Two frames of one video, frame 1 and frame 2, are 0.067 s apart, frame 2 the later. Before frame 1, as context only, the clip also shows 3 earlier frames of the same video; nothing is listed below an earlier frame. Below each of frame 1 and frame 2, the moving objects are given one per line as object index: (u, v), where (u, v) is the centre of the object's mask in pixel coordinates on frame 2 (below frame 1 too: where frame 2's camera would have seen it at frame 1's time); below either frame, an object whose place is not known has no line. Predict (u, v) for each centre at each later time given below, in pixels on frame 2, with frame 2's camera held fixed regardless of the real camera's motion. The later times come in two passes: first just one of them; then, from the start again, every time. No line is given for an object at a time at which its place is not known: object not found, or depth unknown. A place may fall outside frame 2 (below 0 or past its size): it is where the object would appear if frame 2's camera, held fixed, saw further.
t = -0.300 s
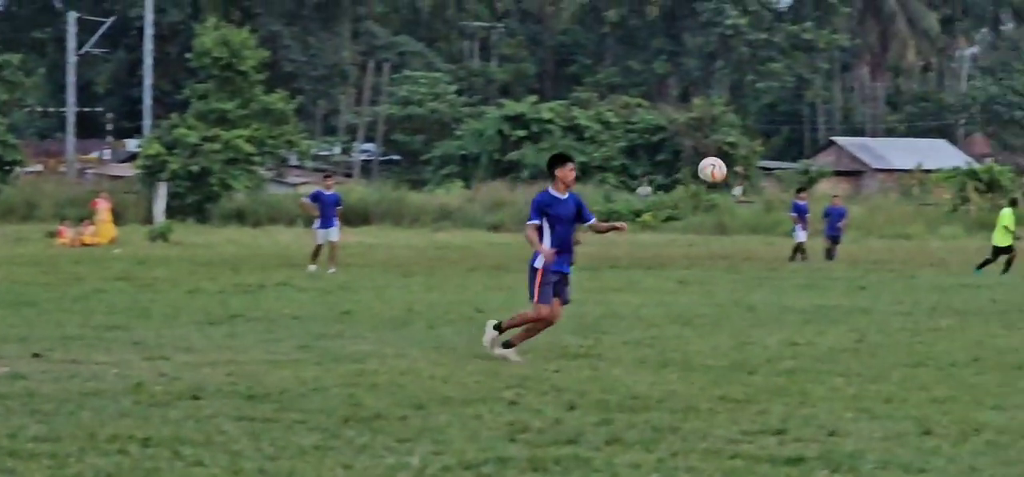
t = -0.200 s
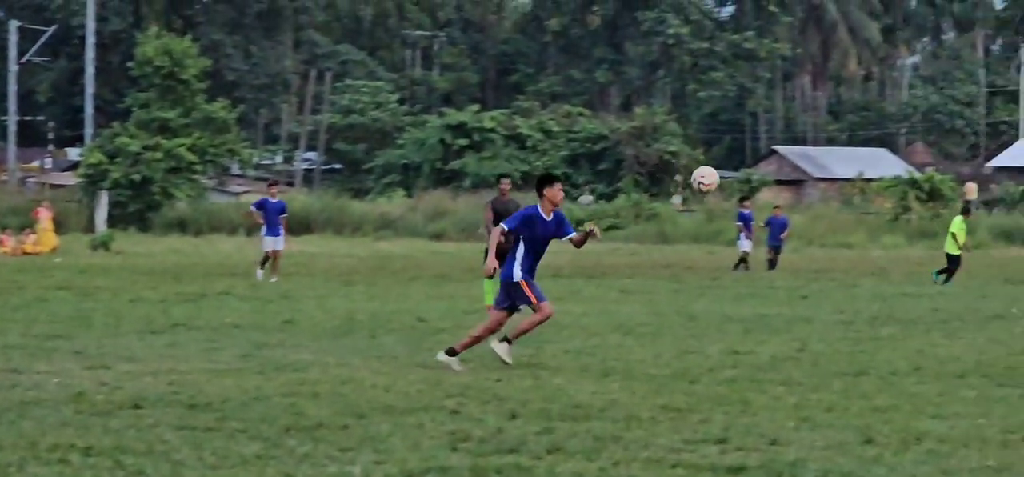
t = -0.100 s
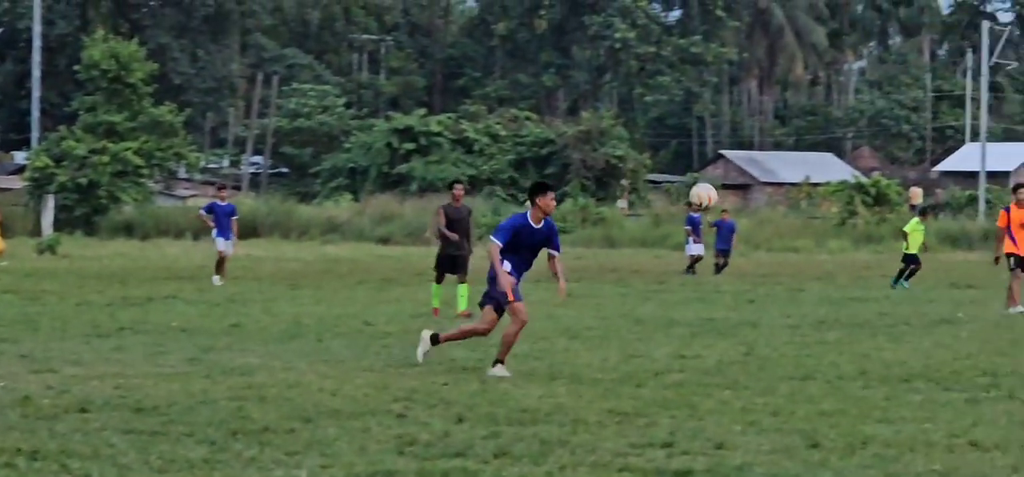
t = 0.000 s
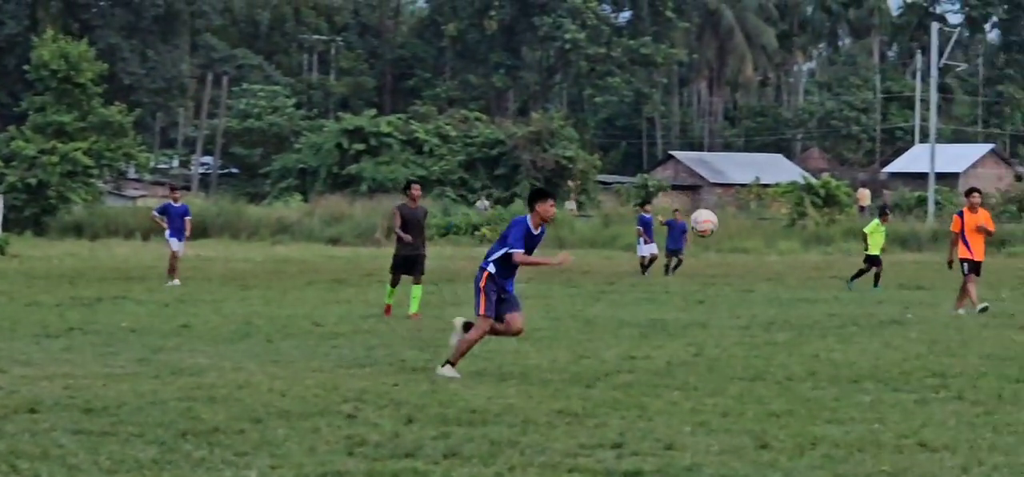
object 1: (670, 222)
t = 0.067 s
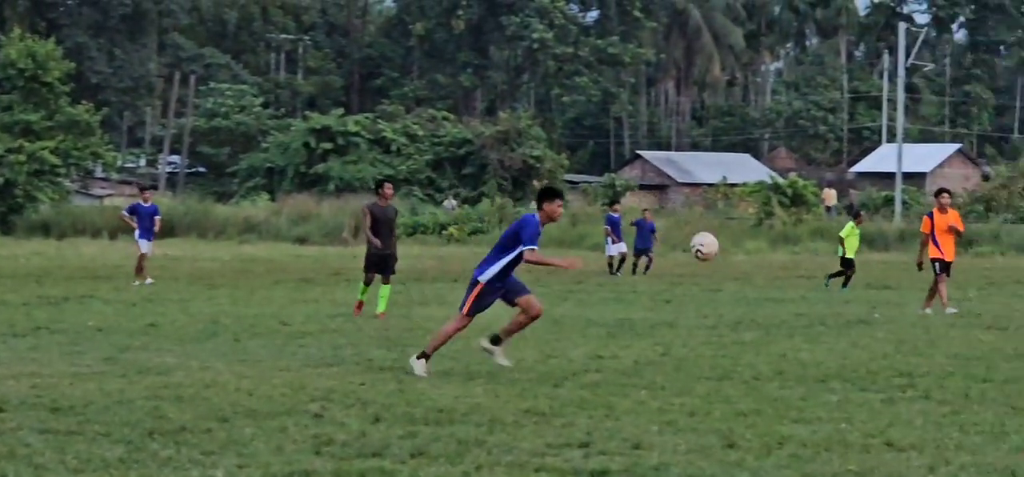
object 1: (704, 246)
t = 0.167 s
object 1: (757, 292)
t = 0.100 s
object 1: (721, 260)
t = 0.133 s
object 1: (738, 276)
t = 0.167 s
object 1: (757, 292)
